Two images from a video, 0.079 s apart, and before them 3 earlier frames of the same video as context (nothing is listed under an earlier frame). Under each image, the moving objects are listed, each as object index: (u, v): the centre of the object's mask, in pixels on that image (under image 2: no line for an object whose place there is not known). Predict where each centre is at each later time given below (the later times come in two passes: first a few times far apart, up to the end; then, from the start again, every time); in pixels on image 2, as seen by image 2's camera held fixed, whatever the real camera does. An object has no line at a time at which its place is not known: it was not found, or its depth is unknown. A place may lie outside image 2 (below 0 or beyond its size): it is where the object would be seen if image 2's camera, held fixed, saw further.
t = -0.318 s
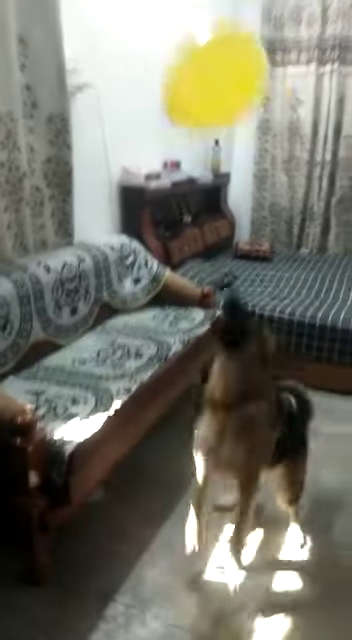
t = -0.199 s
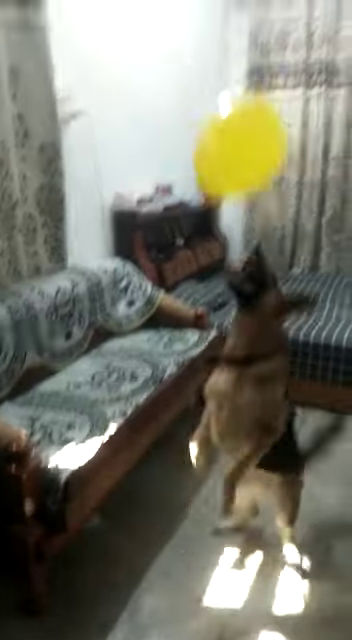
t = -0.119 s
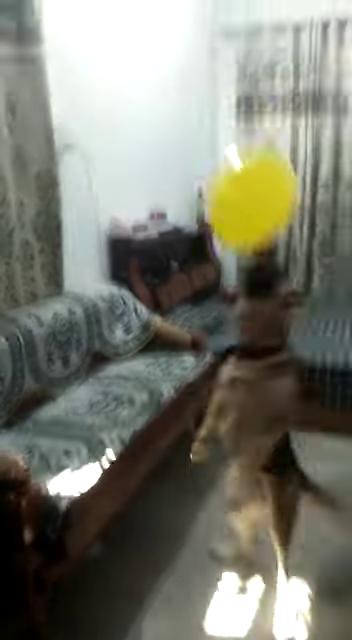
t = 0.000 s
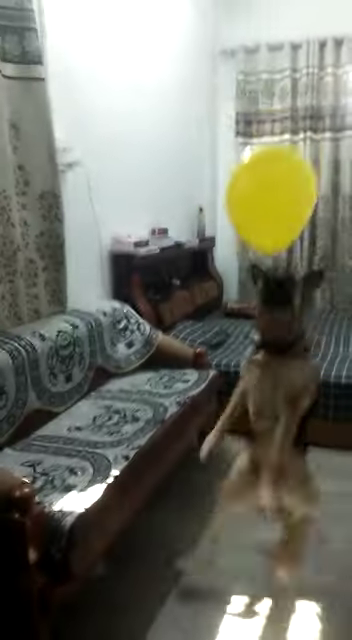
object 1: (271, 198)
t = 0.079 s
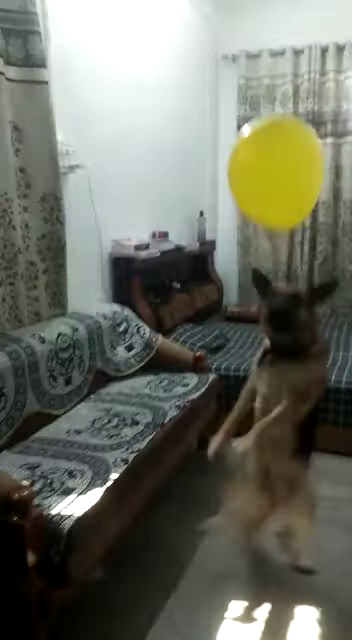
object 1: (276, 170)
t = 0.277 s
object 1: (278, 120)
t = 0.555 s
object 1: (271, 93)
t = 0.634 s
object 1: (268, 96)
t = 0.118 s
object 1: (277, 157)
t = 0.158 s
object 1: (277, 148)
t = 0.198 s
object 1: (278, 137)
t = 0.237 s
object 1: (278, 127)
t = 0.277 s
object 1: (278, 120)
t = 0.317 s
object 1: (277, 112)
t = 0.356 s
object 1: (276, 106)
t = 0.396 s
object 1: (276, 100)
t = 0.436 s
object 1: (275, 97)
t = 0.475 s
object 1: (274, 94)
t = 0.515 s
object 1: (273, 94)
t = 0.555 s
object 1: (271, 93)
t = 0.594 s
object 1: (269, 94)
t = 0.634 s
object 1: (268, 96)
